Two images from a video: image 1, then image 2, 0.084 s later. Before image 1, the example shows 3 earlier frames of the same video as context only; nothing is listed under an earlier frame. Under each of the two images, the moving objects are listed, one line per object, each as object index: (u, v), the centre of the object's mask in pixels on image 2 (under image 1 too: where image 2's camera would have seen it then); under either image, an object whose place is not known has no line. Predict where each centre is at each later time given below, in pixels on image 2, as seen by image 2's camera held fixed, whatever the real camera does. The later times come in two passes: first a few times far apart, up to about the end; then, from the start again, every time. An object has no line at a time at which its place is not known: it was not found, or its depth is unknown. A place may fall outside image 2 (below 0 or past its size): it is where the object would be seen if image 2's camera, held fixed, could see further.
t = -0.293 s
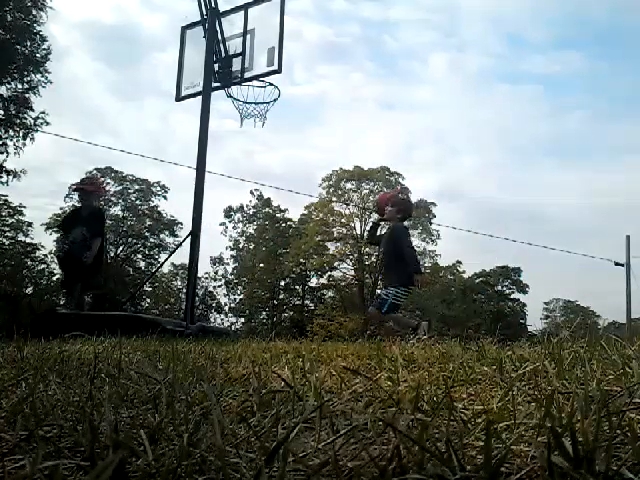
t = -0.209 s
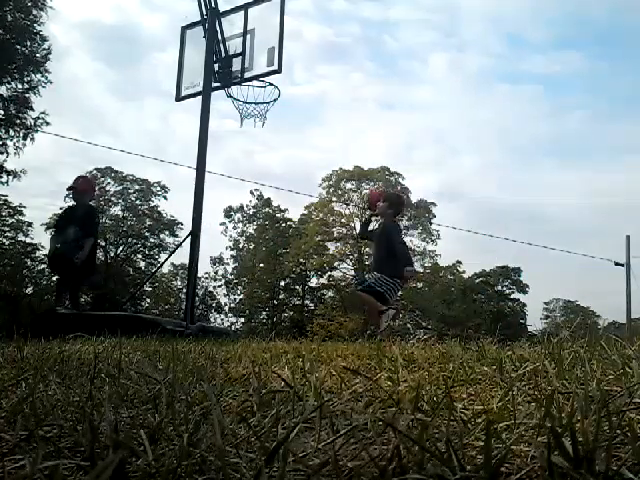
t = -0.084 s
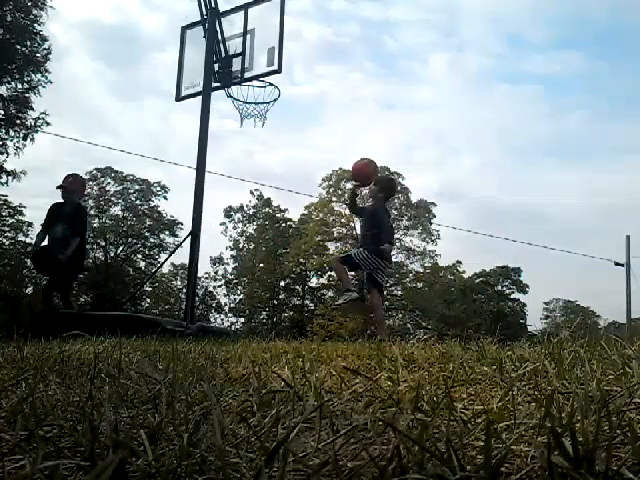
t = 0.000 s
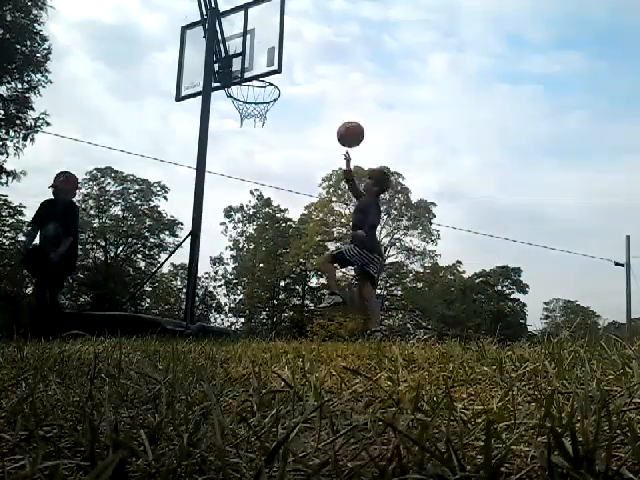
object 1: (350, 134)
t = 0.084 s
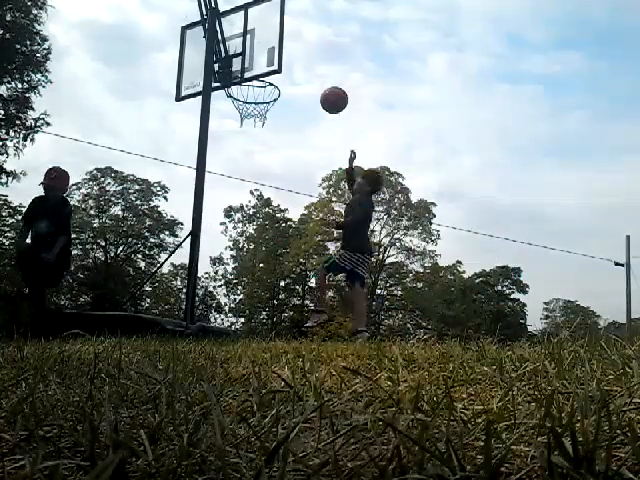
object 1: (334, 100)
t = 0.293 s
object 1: (292, 46)
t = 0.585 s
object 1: (259, 60)
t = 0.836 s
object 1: (248, 136)
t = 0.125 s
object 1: (325, 85)
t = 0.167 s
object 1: (317, 72)
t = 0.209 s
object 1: (308, 62)
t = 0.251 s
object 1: (299, 53)
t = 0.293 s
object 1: (292, 46)
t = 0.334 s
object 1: (278, 40)
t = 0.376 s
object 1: (269, 36)
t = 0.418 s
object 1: (261, 34)
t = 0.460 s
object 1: (259, 36)
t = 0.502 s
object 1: (258, 42)
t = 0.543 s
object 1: (259, 51)
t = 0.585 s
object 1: (259, 60)
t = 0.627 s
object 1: (257, 67)
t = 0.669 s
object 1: (252, 88)
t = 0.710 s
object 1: (249, 98)
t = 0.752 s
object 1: (248, 113)
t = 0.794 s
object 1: (248, 124)
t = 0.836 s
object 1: (248, 136)
